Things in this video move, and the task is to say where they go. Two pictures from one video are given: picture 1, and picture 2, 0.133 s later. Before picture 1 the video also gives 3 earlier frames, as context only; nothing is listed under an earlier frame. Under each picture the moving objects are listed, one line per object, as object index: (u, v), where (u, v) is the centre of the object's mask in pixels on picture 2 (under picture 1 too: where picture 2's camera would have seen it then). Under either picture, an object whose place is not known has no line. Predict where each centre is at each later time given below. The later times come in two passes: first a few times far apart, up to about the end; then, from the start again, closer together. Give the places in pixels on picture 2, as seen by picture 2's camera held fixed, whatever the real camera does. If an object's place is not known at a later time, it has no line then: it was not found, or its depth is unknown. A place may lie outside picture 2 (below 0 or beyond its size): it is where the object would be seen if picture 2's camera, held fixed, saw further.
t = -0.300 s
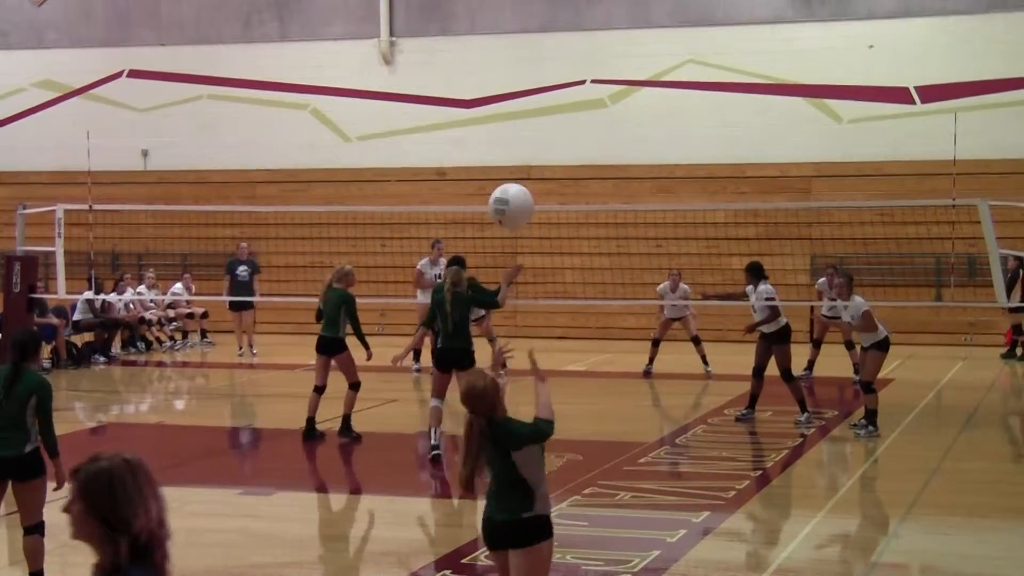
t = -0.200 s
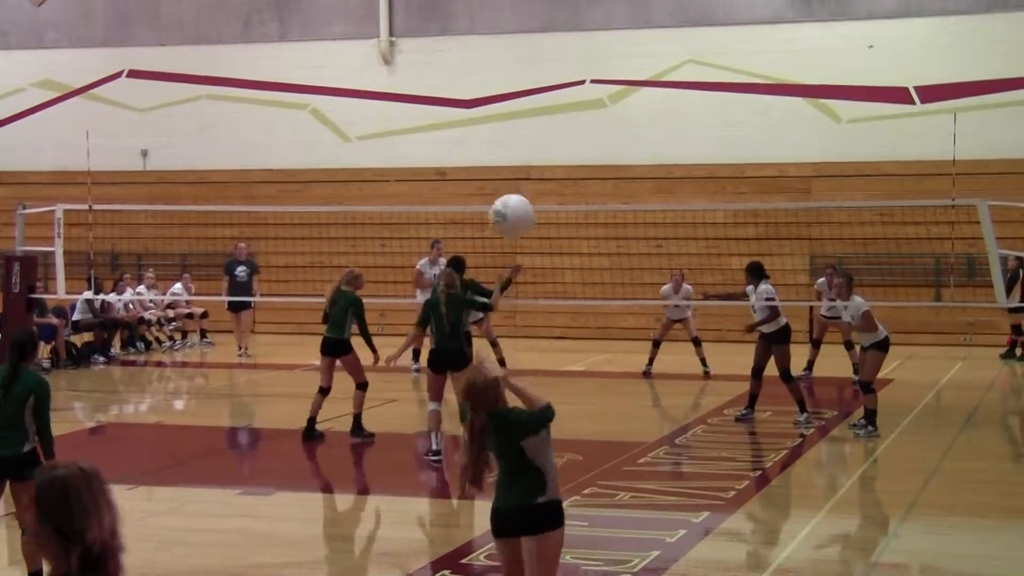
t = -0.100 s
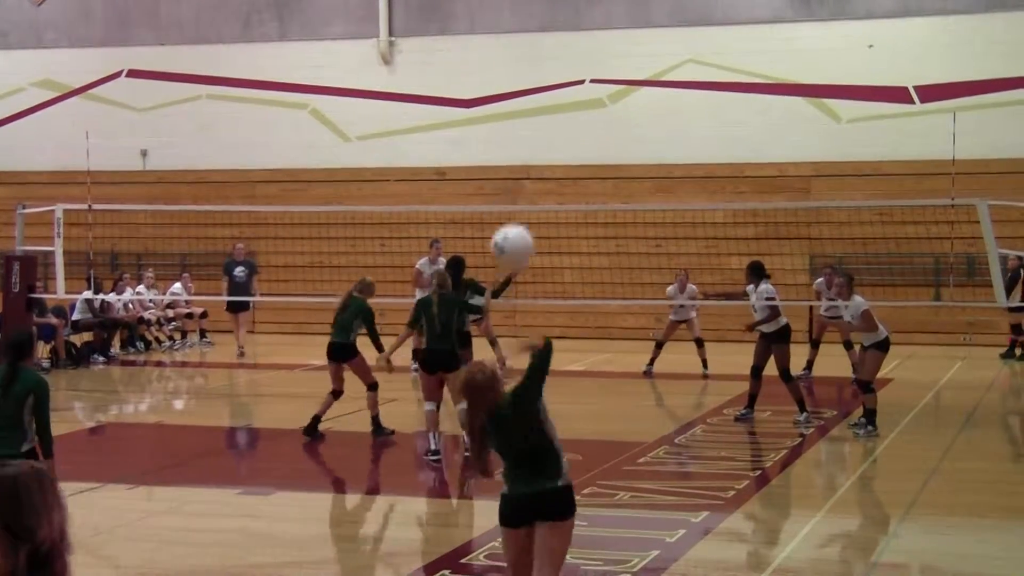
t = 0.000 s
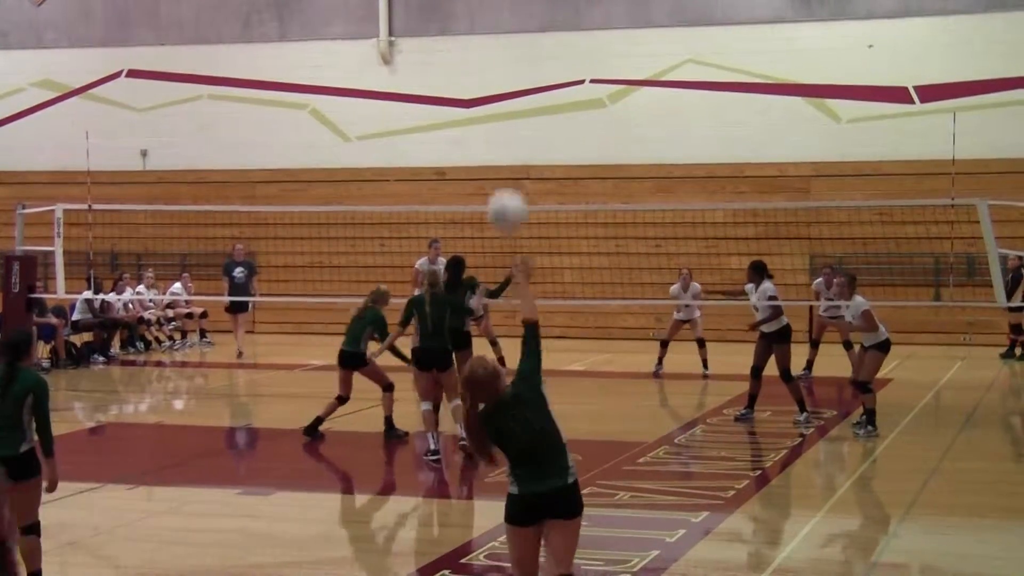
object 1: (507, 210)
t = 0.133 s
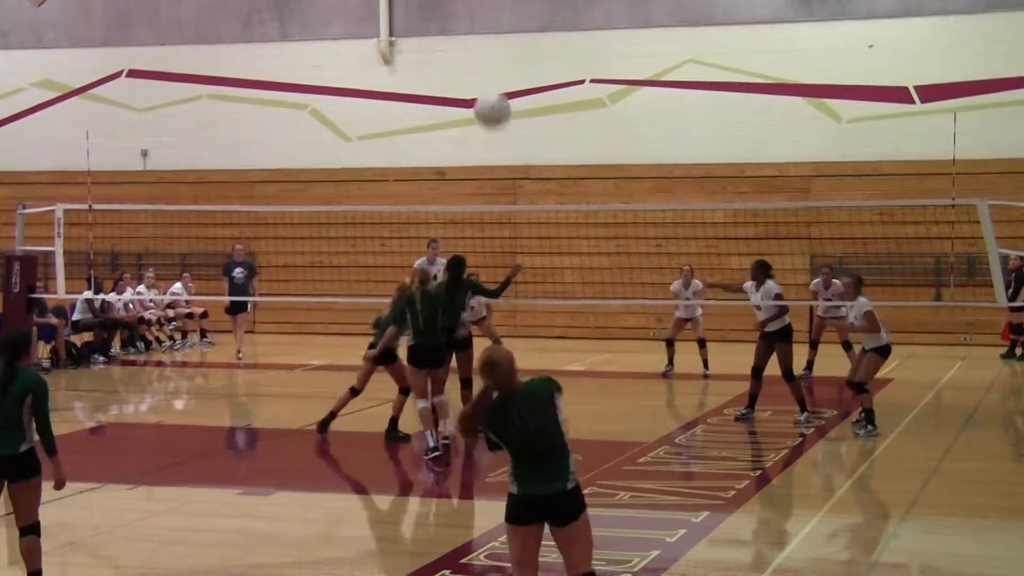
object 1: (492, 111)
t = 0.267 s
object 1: (481, 58)
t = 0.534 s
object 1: (467, 46)
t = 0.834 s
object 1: (460, 133)
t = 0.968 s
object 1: (459, 189)
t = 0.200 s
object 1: (486, 80)
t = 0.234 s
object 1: (483, 67)
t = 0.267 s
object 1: (481, 58)
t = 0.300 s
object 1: (479, 50)
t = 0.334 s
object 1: (477, 44)
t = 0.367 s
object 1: (475, 40)
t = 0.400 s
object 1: (473, 38)
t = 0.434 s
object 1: (472, 38)
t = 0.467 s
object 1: (469, 40)
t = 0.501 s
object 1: (469, 42)
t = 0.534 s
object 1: (467, 46)
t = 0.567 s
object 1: (466, 51)
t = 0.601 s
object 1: (465, 57)
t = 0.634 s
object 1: (464, 65)
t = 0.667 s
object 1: (463, 73)
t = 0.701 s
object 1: (462, 83)
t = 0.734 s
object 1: (461, 94)
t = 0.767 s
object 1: (460, 105)
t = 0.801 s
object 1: (460, 118)
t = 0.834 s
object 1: (460, 133)
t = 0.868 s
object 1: (460, 146)
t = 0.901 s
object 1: (460, 160)
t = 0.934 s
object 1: (459, 174)
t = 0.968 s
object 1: (459, 189)
